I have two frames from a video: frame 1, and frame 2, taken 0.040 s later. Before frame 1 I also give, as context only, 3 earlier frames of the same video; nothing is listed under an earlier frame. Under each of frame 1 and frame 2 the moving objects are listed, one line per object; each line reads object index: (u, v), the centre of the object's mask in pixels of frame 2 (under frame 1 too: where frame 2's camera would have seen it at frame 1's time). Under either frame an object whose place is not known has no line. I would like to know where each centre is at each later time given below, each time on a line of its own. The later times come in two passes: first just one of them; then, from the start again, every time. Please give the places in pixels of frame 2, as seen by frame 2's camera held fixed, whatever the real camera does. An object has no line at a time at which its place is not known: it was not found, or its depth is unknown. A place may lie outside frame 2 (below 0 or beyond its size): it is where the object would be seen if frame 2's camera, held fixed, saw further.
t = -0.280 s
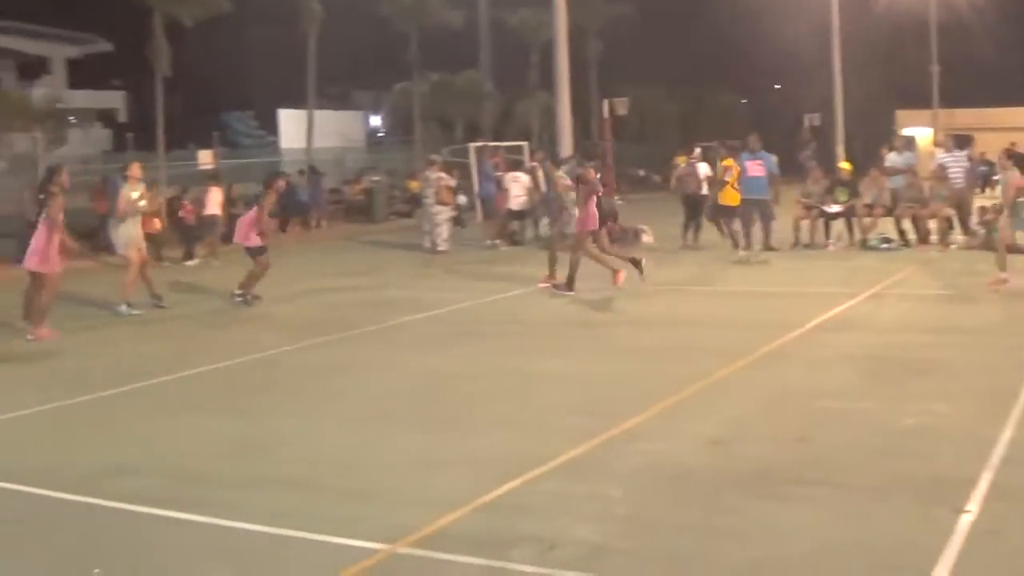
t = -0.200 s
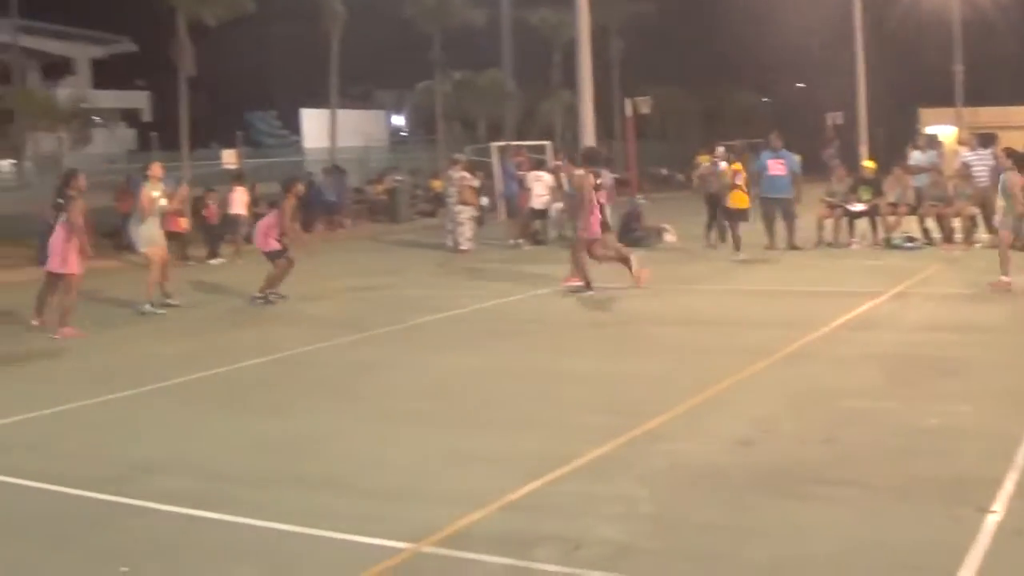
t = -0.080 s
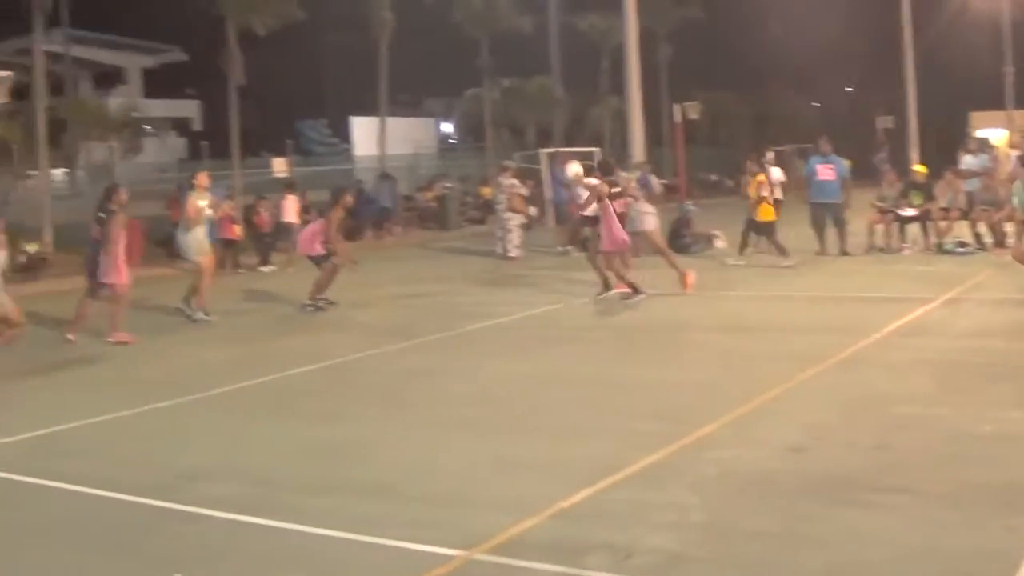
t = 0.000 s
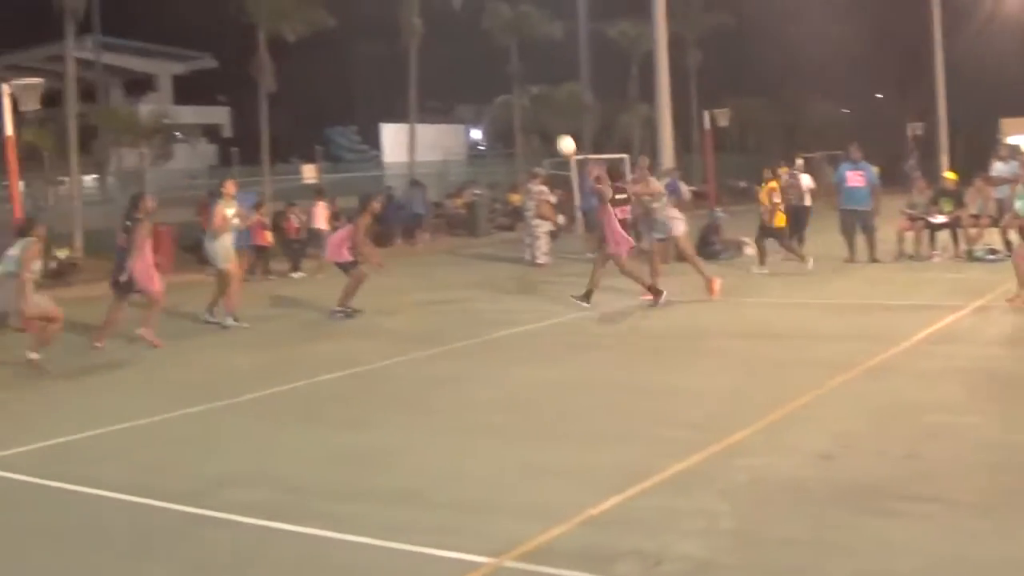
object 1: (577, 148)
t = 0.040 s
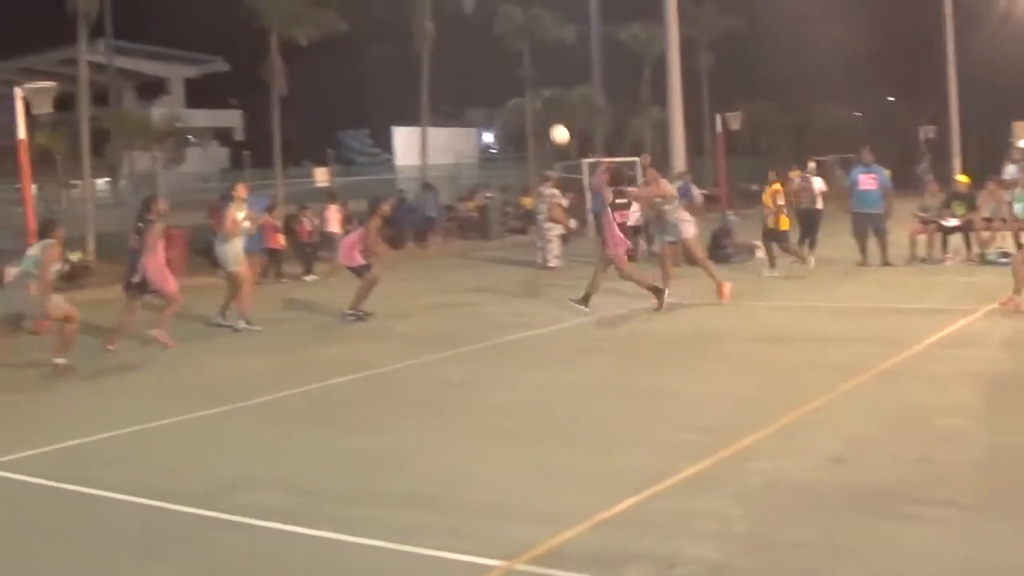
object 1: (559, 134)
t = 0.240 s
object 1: (467, 80)
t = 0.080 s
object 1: (540, 121)
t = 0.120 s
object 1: (521, 109)
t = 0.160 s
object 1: (503, 98)
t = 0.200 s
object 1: (484, 89)
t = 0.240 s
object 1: (467, 80)
